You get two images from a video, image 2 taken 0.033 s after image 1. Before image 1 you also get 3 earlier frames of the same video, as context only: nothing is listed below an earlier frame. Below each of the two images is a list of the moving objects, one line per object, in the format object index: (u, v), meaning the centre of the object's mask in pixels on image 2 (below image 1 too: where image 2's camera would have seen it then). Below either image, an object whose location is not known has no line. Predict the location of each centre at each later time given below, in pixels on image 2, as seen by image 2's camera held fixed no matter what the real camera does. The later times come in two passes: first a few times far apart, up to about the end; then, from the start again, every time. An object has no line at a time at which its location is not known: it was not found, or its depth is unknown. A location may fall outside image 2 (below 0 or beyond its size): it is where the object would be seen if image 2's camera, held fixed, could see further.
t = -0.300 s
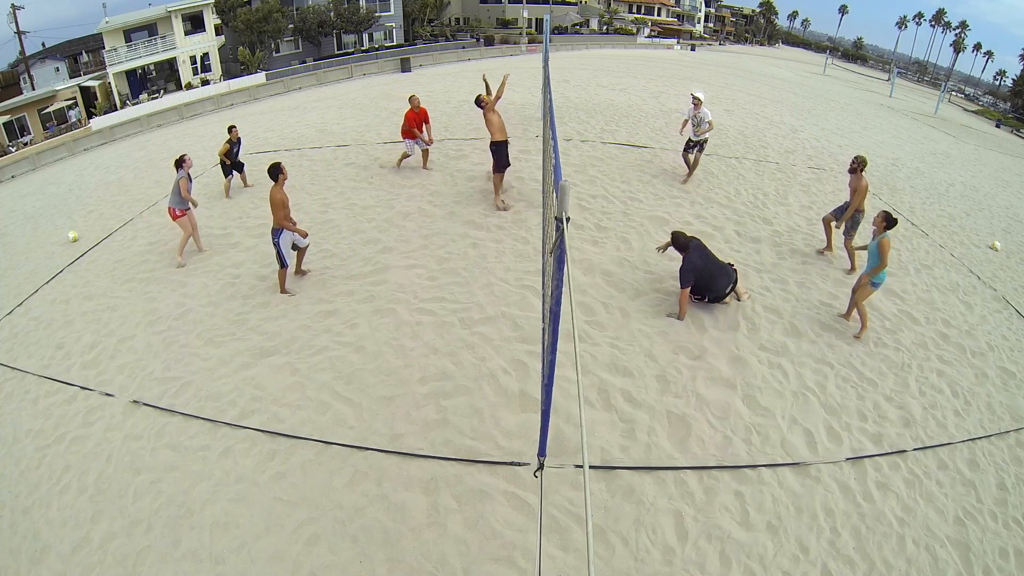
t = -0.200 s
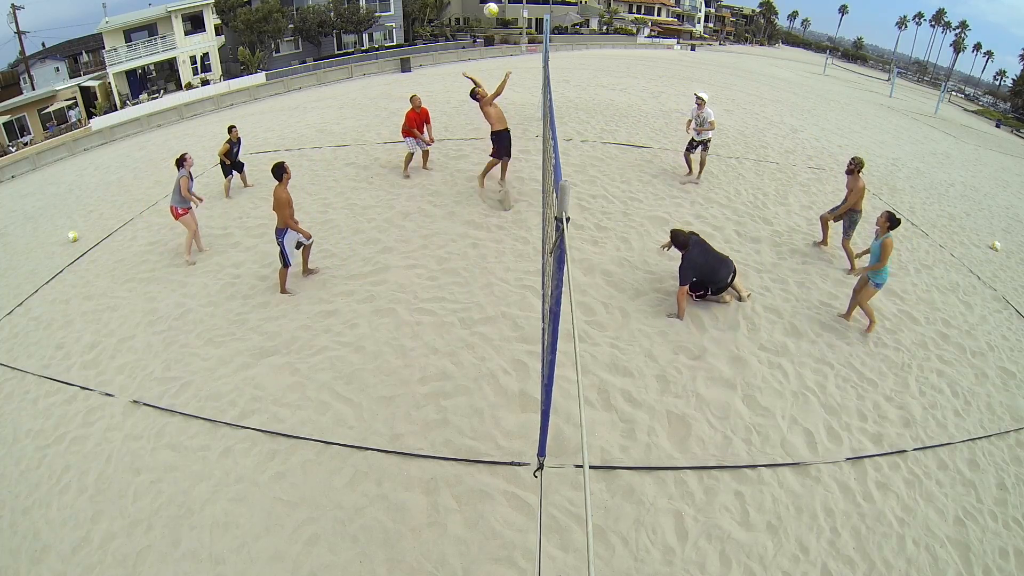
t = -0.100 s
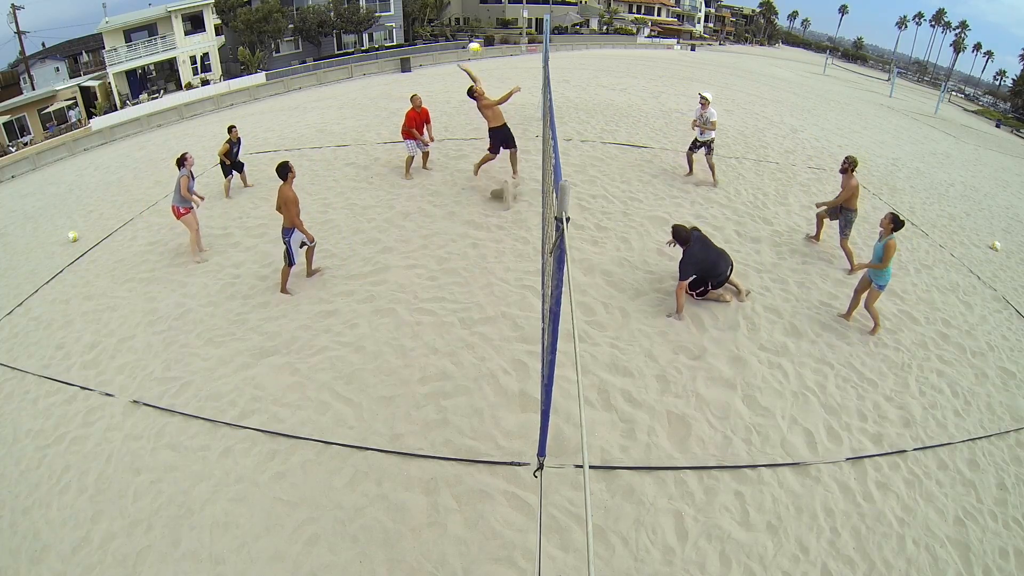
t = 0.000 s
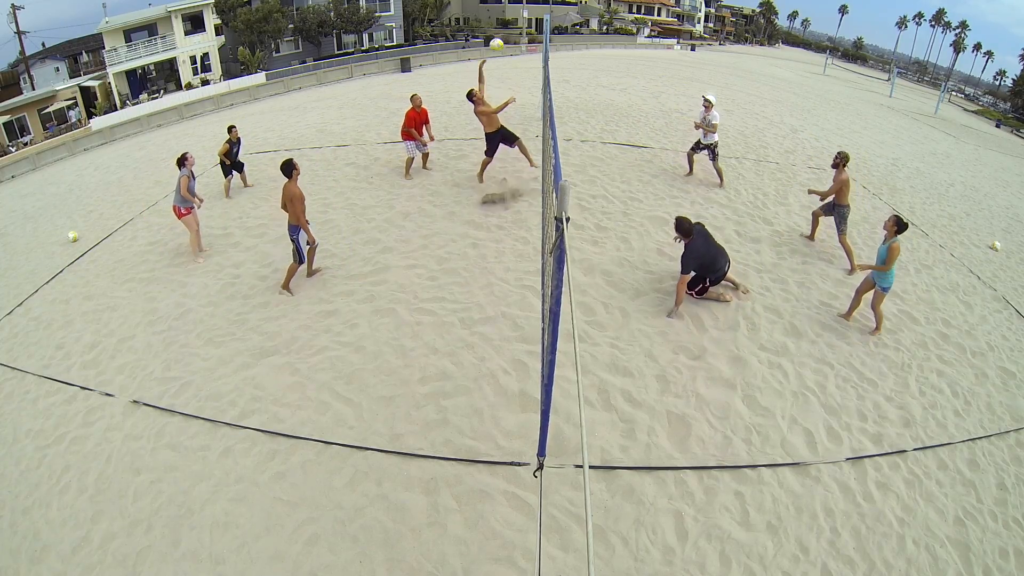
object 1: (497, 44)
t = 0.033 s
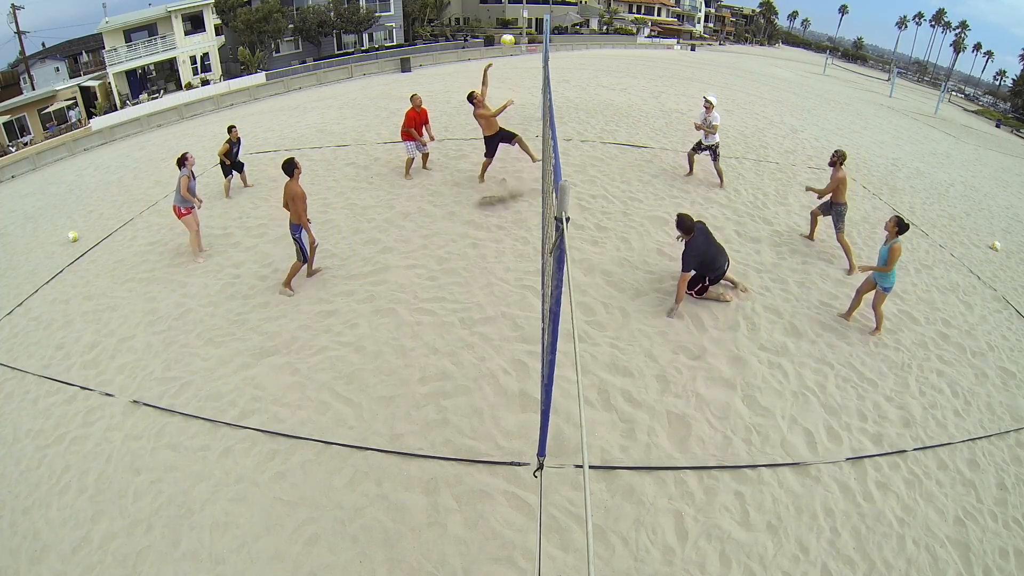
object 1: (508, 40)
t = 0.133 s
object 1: (540, 32)
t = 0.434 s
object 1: (631, 46)
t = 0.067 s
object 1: (520, 37)
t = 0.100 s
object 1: (529, 35)
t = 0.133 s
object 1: (540, 32)
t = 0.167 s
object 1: (551, 31)
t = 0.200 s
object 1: (562, 30)
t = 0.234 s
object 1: (572, 30)
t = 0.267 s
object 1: (582, 31)
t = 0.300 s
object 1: (592, 33)
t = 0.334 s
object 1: (603, 35)
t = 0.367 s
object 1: (613, 37)
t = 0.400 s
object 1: (622, 42)
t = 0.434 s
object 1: (631, 46)
